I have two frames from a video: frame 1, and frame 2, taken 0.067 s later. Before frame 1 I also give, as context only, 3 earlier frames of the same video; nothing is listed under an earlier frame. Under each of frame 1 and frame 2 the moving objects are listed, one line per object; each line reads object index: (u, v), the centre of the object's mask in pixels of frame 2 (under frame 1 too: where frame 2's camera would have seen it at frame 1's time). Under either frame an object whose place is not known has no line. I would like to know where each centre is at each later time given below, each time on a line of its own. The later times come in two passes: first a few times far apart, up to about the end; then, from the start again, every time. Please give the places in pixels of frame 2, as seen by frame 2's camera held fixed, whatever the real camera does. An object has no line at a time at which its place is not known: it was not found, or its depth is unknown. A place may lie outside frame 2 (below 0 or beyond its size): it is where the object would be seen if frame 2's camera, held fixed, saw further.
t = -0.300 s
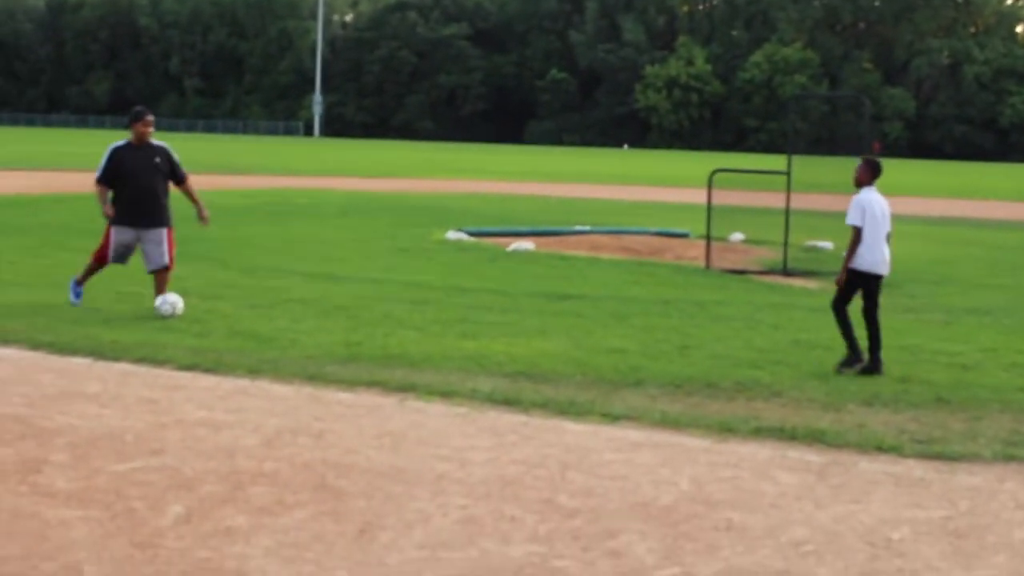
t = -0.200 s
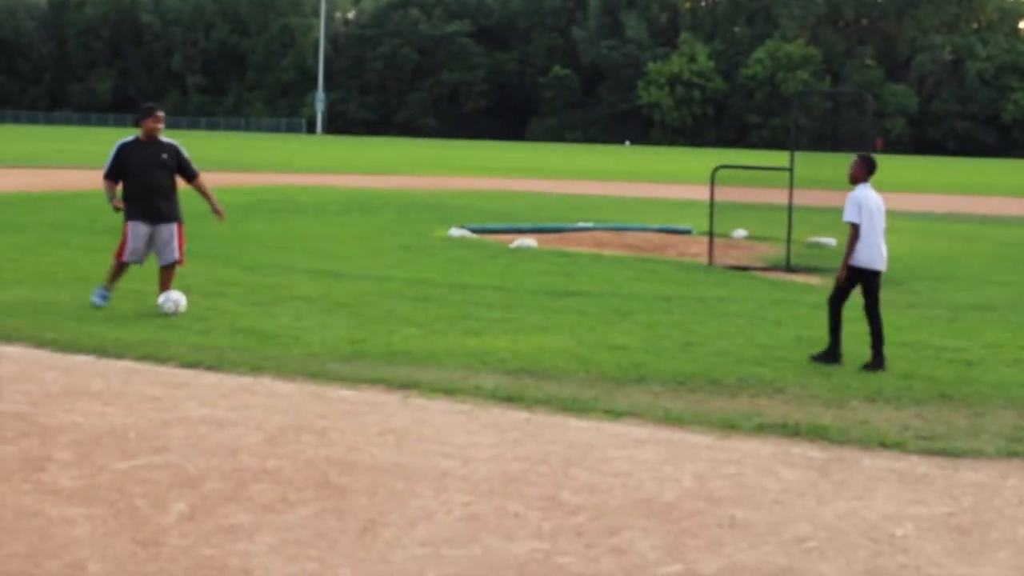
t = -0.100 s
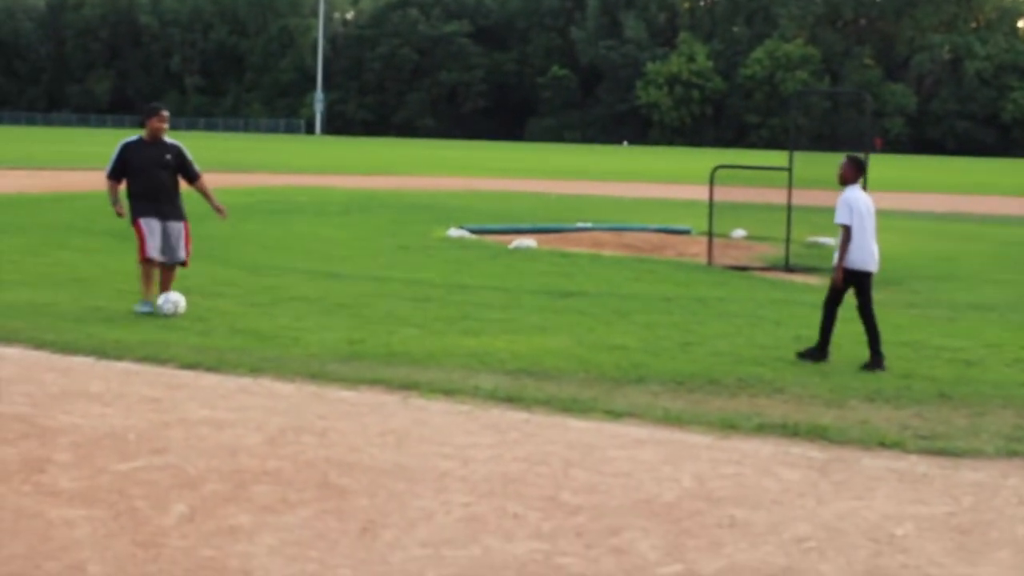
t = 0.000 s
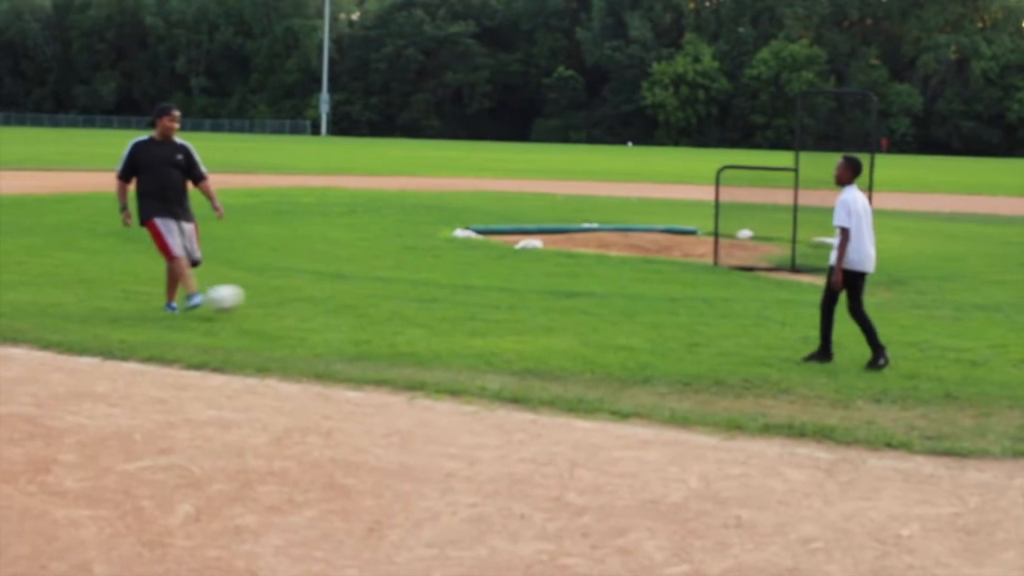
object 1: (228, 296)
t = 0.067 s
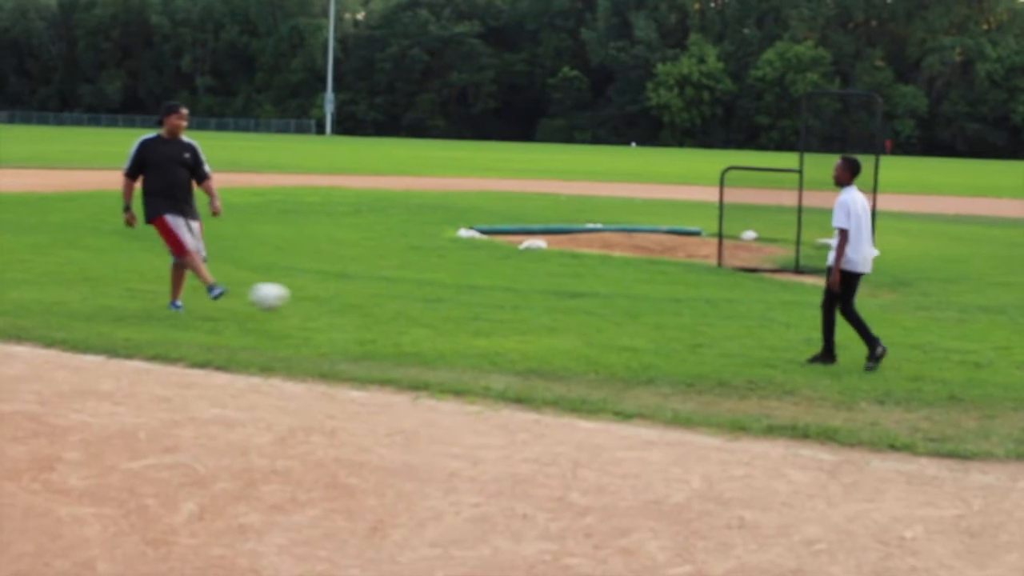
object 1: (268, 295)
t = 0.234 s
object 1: (370, 316)
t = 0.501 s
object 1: (466, 320)
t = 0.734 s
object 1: (539, 324)
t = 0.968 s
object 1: (605, 327)
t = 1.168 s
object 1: (661, 329)
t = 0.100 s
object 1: (289, 297)
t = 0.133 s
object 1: (310, 300)
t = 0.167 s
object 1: (330, 304)
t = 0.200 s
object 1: (351, 311)
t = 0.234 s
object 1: (370, 316)
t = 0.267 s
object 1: (382, 313)
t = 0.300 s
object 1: (394, 311)
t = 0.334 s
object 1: (406, 309)
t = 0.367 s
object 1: (419, 309)
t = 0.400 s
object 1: (430, 310)
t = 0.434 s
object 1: (442, 313)
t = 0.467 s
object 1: (454, 317)
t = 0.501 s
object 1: (466, 320)
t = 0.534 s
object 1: (477, 320)
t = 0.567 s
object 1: (487, 318)
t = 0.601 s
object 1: (497, 316)
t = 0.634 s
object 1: (508, 317)
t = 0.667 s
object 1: (519, 319)
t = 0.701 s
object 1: (529, 321)
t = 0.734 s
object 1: (539, 324)
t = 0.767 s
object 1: (550, 324)
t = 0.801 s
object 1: (559, 322)
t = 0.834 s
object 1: (569, 321)
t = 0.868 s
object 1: (578, 322)
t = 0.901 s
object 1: (588, 324)
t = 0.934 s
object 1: (596, 326)
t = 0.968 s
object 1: (605, 327)
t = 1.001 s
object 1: (616, 327)
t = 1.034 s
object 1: (625, 327)
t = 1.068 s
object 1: (634, 328)
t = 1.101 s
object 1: (643, 328)
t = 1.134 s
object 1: (652, 328)
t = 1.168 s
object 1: (661, 329)
